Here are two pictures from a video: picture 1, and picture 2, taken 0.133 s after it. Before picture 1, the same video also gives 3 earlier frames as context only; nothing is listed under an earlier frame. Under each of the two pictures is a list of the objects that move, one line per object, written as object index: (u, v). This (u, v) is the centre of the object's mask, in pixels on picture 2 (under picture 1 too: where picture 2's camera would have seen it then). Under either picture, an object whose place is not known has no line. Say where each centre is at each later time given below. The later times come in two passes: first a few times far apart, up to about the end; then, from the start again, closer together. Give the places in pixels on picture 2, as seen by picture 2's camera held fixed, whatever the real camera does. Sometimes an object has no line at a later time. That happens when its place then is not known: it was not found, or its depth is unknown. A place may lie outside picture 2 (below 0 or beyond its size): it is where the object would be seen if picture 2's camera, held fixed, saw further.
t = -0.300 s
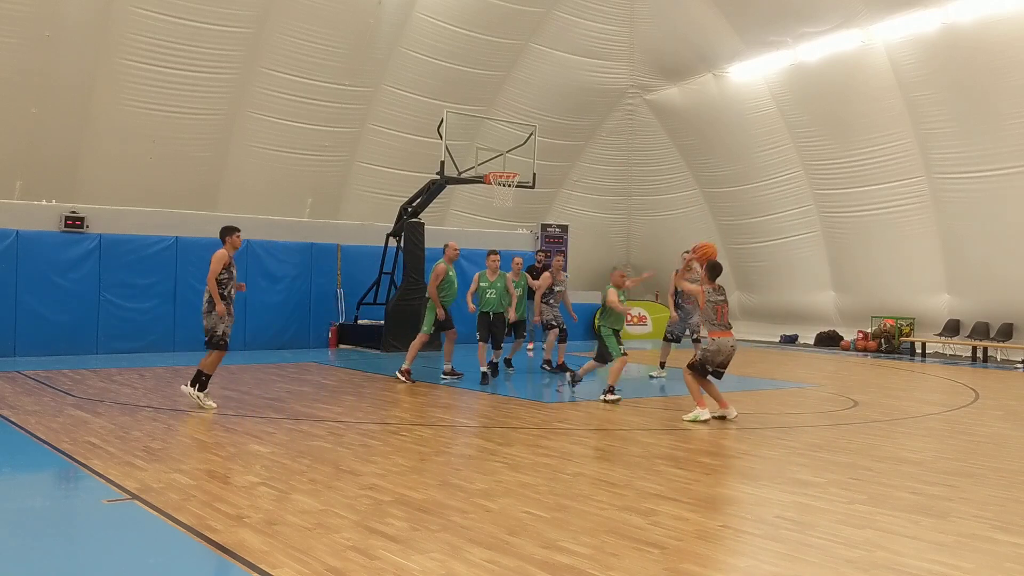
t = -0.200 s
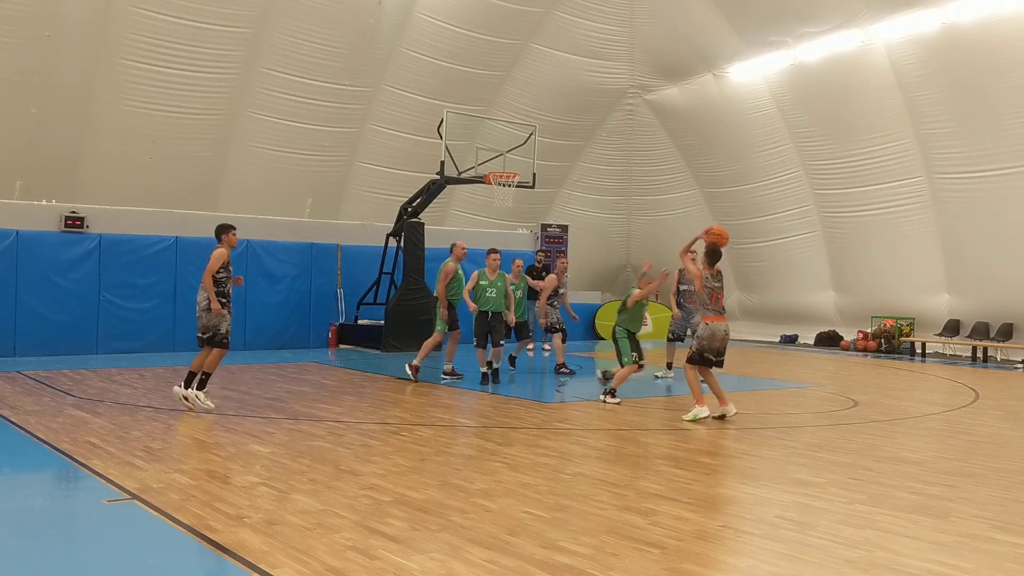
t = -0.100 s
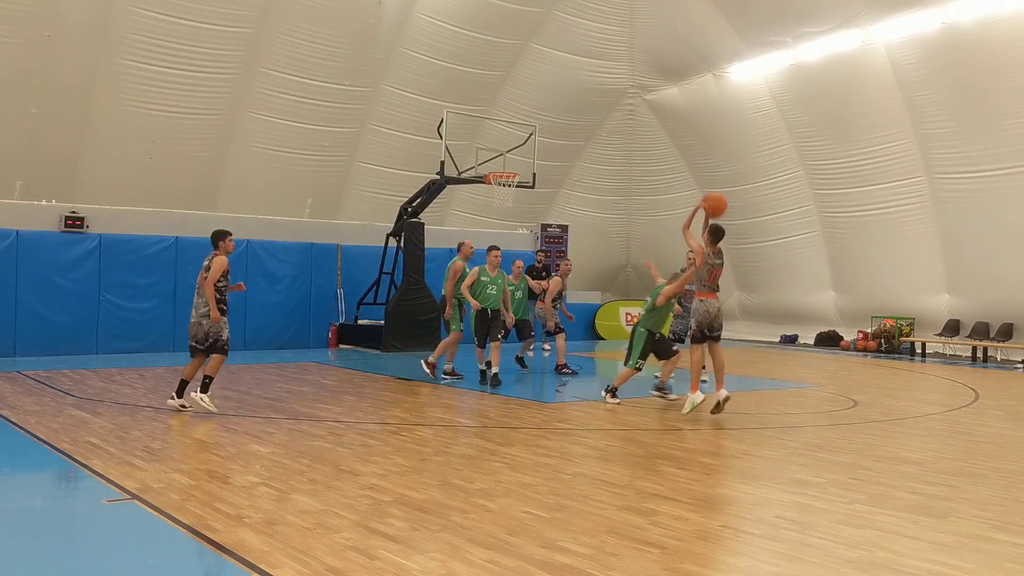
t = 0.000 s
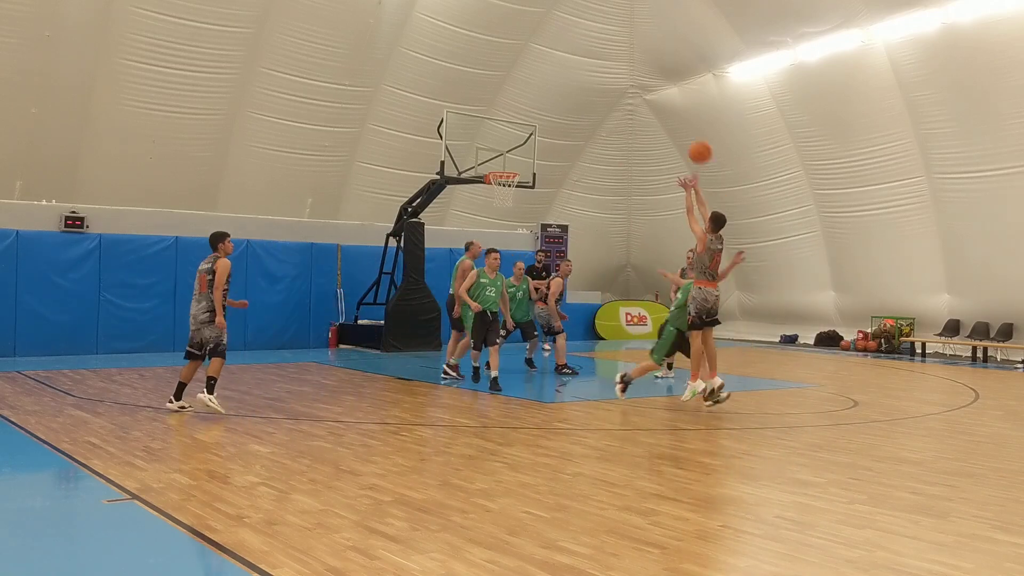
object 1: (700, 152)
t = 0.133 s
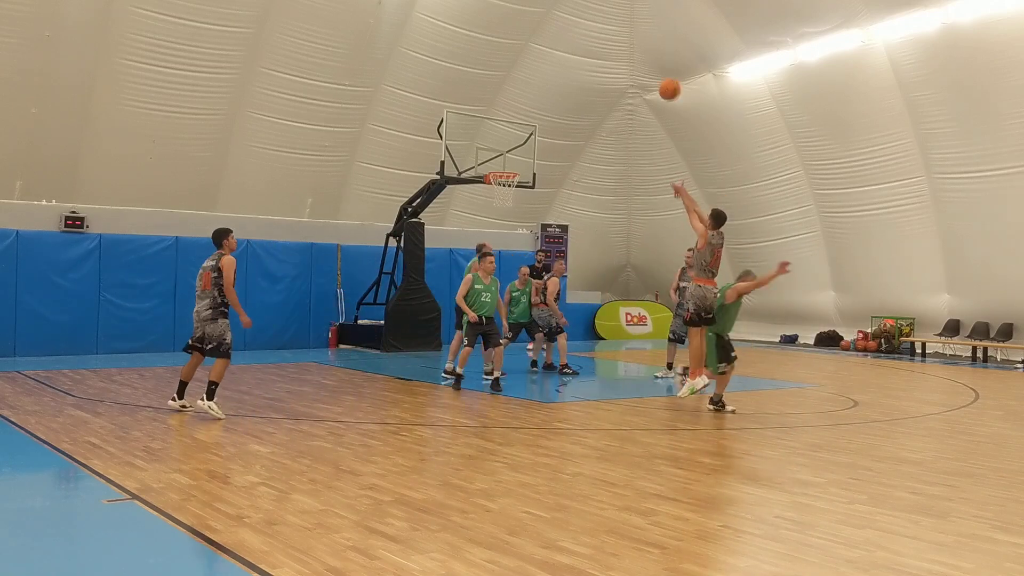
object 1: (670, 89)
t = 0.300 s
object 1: (634, 40)
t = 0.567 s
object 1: (586, 16)
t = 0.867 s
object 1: (538, 53)
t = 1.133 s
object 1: (502, 129)
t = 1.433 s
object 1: (451, 136)
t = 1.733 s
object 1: (388, 135)
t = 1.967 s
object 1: (337, 176)
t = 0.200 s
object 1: (655, 66)
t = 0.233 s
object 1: (648, 56)
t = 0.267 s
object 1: (641, 47)
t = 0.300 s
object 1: (634, 40)
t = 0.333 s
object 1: (628, 33)
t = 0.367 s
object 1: (622, 28)
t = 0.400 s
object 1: (615, 24)
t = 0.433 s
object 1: (609, 20)
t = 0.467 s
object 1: (603, 18)
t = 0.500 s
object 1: (597, 17)
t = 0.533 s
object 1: (591, 16)
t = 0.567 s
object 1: (586, 16)
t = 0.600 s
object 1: (580, 17)
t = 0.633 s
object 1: (574, 19)
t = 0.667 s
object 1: (569, 22)
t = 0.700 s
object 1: (563, 25)
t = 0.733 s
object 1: (558, 29)
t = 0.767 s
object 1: (553, 34)
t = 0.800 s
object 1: (548, 39)
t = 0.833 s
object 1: (543, 46)
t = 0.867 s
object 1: (538, 53)
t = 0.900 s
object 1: (533, 60)
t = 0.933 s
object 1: (529, 69)
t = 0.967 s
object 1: (524, 77)
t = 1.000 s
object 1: (520, 86)
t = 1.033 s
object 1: (515, 96)
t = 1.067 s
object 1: (511, 107)
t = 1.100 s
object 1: (506, 117)
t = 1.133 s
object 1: (502, 129)
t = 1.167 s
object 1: (498, 141)
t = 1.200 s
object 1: (494, 153)
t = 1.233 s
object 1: (489, 165)
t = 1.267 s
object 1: (484, 160)
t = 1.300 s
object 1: (477, 154)
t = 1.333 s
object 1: (470, 148)
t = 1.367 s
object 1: (464, 143)
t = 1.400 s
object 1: (457, 139)
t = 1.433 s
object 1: (451, 136)
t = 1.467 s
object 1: (443, 133)
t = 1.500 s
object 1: (437, 130)
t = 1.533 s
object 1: (430, 129)
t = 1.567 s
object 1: (423, 128)
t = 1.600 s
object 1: (416, 128)
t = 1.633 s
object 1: (409, 129)
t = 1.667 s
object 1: (402, 130)
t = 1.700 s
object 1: (395, 132)
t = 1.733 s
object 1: (388, 135)
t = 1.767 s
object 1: (380, 139)
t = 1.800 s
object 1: (374, 143)
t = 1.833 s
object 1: (367, 148)
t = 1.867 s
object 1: (359, 154)
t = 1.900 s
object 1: (352, 160)
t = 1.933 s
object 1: (345, 168)
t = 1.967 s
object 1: (337, 176)
